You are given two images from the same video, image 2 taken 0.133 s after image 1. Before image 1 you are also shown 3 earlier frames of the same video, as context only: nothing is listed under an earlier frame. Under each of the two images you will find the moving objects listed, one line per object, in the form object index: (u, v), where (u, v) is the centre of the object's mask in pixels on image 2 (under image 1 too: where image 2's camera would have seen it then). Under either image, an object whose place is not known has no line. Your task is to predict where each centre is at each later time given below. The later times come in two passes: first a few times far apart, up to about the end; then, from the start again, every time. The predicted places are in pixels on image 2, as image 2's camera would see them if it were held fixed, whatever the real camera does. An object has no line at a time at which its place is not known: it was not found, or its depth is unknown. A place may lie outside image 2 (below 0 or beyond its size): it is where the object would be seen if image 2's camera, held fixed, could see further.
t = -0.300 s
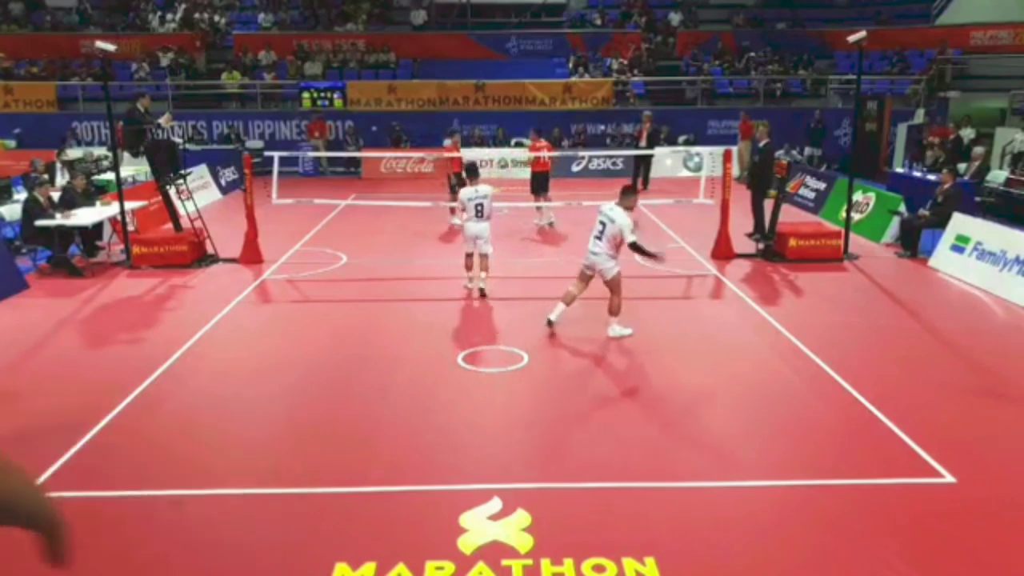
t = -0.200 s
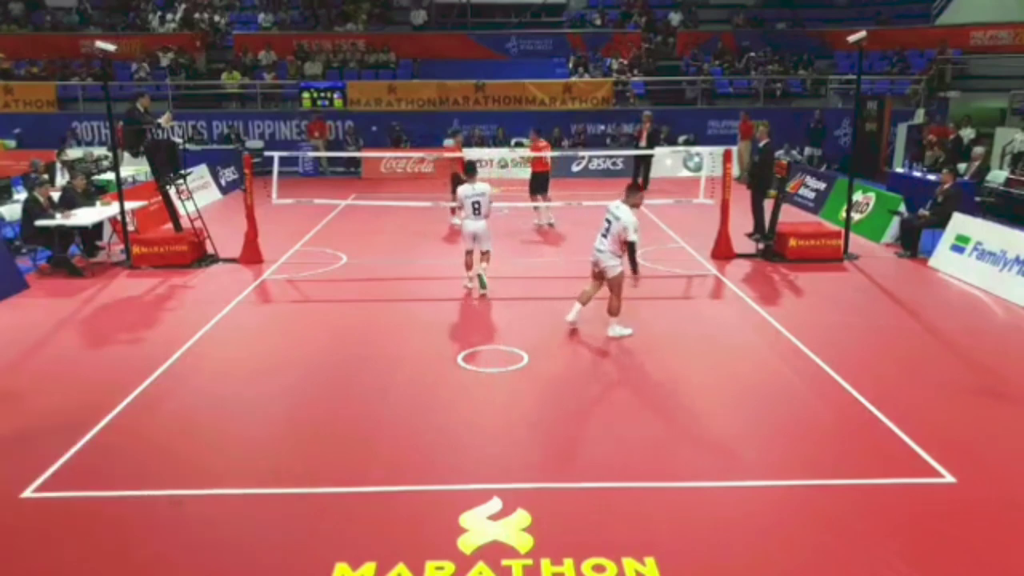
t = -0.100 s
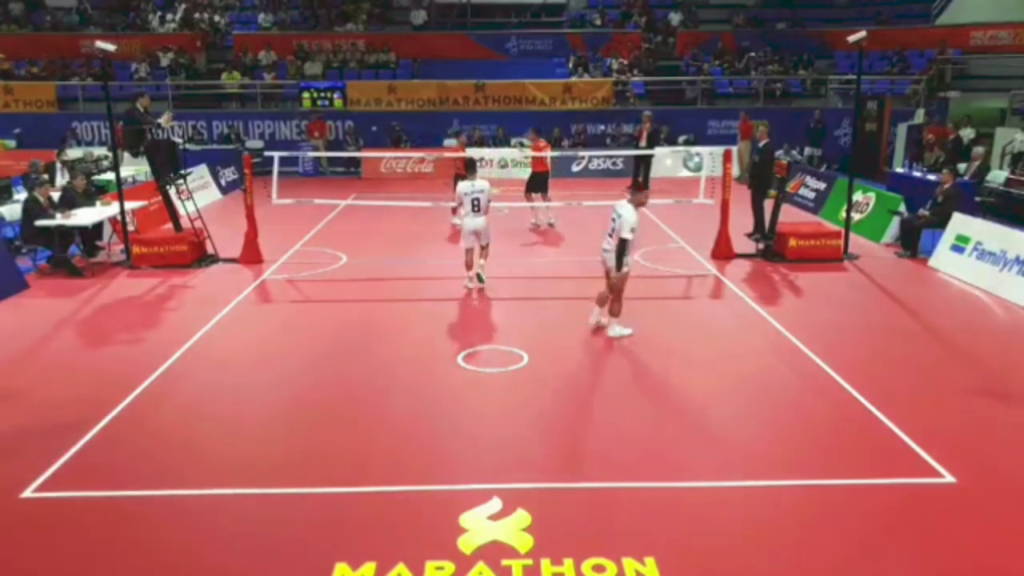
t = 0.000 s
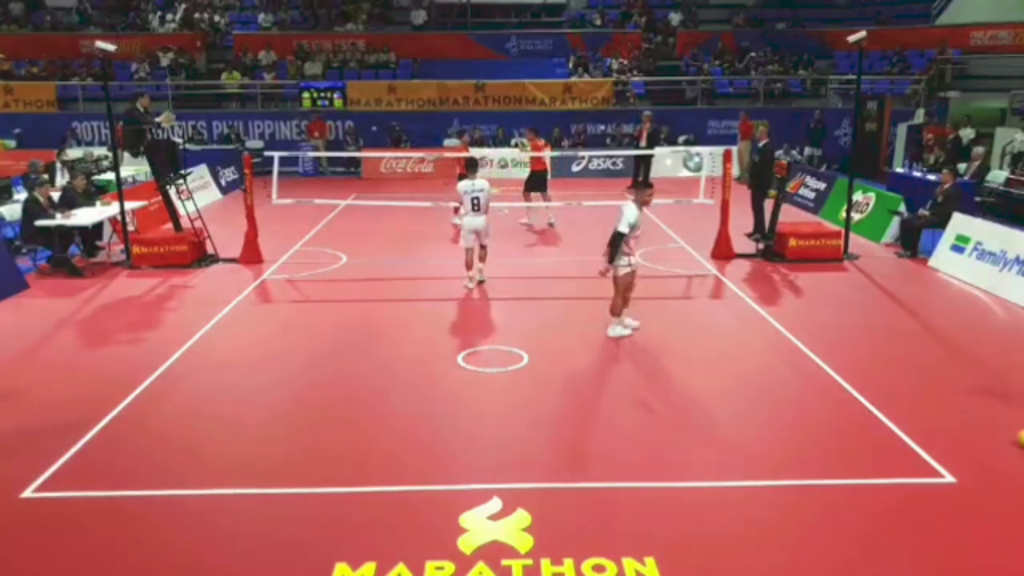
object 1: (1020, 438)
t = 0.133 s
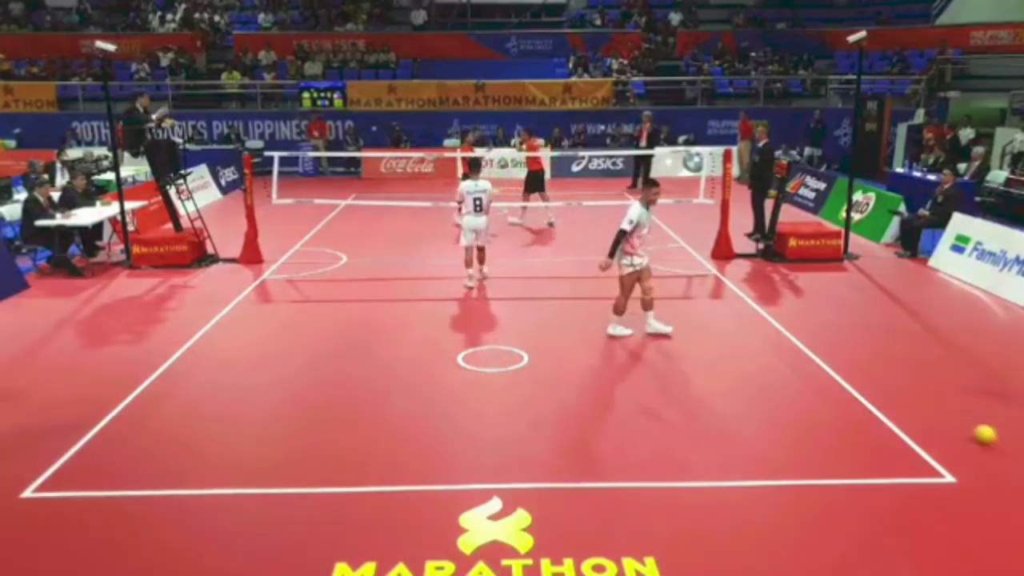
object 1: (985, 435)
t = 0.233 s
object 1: (953, 431)
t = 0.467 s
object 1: (885, 425)
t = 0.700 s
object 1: (821, 419)
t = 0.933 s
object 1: (762, 414)
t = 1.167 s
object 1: (705, 408)
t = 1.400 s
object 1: (653, 404)
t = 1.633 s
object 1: (604, 401)
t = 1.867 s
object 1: (558, 397)
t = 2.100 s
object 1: (516, 394)
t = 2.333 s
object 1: (476, 391)
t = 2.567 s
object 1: (439, 389)
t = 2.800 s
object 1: (404, 387)
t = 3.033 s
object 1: (370, 385)
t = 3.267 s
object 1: (339, 383)
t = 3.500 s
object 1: (310, 381)
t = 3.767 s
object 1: (278, 379)
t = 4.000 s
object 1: (254, 377)
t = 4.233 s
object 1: (232, 374)
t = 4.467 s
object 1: (213, 372)
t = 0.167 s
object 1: (974, 434)
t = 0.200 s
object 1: (963, 432)
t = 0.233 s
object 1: (953, 431)
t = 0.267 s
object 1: (943, 430)
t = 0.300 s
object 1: (933, 429)
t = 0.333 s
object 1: (922, 428)
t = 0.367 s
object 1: (913, 428)
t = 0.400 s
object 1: (903, 426)
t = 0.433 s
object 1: (895, 425)
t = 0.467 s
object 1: (885, 425)
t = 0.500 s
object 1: (875, 424)
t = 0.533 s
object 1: (865, 423)
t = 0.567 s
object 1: (856, 422)
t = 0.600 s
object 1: (847, 421)
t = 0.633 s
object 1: (838, 420)
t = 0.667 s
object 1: (829, 419)
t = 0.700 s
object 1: (821, 419)
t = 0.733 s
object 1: (812, 418)
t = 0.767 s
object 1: (804, 417)
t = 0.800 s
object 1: (795, 417)
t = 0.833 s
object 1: (786, 416)
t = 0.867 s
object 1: (778, 415)
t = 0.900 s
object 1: (770, 415)
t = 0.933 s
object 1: (762, 414)
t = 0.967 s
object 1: (753, 413)
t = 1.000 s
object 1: (745, 413)
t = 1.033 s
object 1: (737, 412)
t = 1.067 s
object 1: (729, 411)
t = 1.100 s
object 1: (721, 410)
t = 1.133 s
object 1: (713, 410)
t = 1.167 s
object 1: (705, 408)
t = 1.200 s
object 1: (698, 408)
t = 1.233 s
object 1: (690, 407)
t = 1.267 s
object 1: (682, 407)
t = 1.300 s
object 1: (674, 406)
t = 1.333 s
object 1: (667, 406)
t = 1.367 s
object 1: (660, 404)
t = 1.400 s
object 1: (653, 404)
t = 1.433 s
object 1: (645, 404)
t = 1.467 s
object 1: (638, 403)
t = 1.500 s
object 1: (631, 403)
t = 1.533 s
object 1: (624, 402)
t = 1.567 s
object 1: (617, 402)
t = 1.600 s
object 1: (610, 401)
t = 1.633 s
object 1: (604, 401)
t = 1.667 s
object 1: (597, 400)
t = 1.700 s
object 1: (590, 399)
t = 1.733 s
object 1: (583, 399)
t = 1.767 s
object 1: (577, 398)
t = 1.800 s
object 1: (571, 398)
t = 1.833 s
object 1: (565, 397)
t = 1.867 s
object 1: (558, 397)
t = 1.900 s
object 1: (552, 396)
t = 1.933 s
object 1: (546, 395)
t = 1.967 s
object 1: (540, 395)
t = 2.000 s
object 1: (535, 395)
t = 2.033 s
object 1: (528, 395)
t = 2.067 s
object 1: (523, 394)
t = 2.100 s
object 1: (516, 394)
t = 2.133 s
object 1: (511, 394)
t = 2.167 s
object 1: (505, 393)
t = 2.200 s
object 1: (499, 392)
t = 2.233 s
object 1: (493, 393)
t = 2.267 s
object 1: (487, 392)
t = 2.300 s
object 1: (482, 392)
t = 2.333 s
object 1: (476, 391)
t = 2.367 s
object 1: (471, 391)
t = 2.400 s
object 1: (466, 390)
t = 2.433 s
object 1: (460, 390)
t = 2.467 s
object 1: (455, 390)
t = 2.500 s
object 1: (450, 390)
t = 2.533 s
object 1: (444, 390)
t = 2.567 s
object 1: (439, 389)
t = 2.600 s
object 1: (434, 389)
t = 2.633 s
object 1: (429, 389)
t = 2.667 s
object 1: (424, 388)
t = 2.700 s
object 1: (419, 388)
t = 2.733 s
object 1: (414, 387)
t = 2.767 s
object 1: (409, 387)
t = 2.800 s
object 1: (404, 387)
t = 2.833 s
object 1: (399, 387)
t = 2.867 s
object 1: (395, 386)
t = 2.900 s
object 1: (389, 386)
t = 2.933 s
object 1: (384, 385)
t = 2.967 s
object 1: (380, 385)
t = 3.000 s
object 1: (374, 385)
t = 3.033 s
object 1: (370, 385)
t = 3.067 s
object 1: (366, 384)
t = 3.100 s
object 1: (361, 384)
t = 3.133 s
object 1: (357, 384)
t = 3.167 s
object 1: (352, 383)
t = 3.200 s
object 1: (347, 383)
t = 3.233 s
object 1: (343, 383)
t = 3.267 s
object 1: (339, 383)
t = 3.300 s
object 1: (335, 382)
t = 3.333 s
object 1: (330, 382)
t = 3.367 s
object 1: (326, 382)
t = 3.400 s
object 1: (322, 382)
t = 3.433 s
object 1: (317, 381)
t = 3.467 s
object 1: (313, 381)
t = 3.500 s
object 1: (310, 381)
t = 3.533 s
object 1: (305, 380)
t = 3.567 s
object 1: (301, 380)
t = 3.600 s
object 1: (297, 380)
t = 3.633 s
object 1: (293, 380)
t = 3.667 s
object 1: (289, 380)
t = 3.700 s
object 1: (286, 379)
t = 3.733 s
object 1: (282, 379)
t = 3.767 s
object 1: (278, 379)
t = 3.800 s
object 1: (274, 379)
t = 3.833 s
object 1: (271, 378)
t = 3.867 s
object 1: (267, 378)
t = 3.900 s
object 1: (264, 378)
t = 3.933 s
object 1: (260, 377)
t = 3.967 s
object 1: (257, 377)
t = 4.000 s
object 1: (254, 377)
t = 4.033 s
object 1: (251, 376)
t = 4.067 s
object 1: (247, 376)
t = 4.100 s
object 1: (244, 376)
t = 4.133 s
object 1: (241, 375)
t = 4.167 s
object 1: (238, 375)
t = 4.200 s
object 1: (235, 375)
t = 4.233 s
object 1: (232, 374)
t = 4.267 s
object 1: (229, 374)
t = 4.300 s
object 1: (227, 373)
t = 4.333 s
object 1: (224, 373)
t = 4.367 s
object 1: (221, 373)
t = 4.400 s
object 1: (218, 373)
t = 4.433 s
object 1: (216, 372)
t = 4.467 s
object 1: (213, 372)
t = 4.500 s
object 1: (210, 372)
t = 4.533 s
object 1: (208, 371)
